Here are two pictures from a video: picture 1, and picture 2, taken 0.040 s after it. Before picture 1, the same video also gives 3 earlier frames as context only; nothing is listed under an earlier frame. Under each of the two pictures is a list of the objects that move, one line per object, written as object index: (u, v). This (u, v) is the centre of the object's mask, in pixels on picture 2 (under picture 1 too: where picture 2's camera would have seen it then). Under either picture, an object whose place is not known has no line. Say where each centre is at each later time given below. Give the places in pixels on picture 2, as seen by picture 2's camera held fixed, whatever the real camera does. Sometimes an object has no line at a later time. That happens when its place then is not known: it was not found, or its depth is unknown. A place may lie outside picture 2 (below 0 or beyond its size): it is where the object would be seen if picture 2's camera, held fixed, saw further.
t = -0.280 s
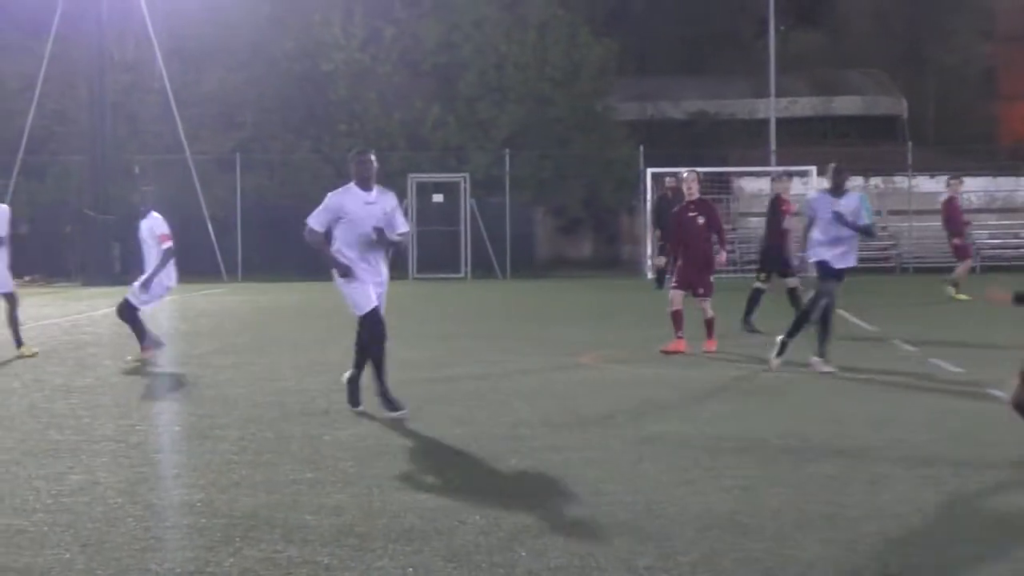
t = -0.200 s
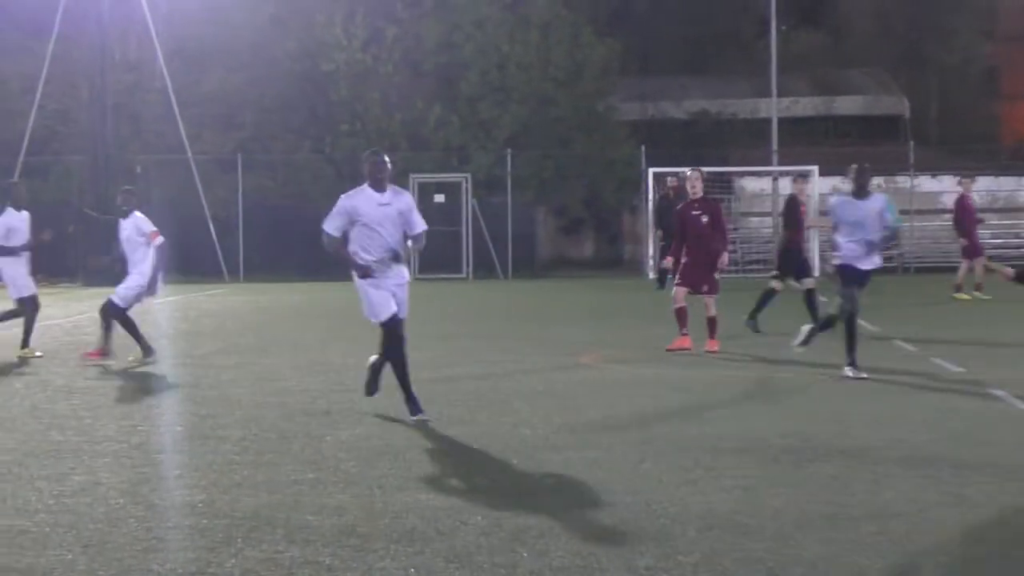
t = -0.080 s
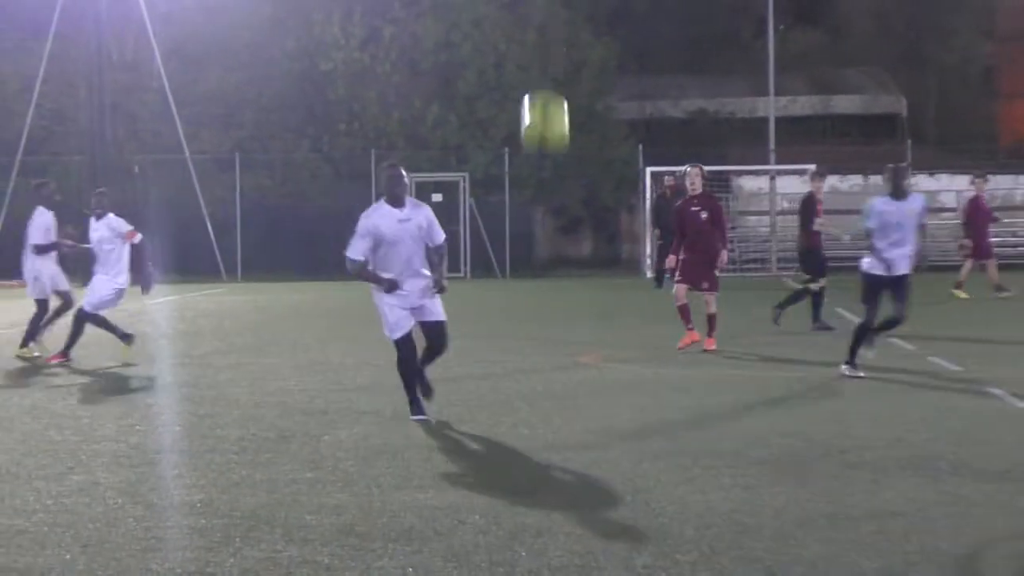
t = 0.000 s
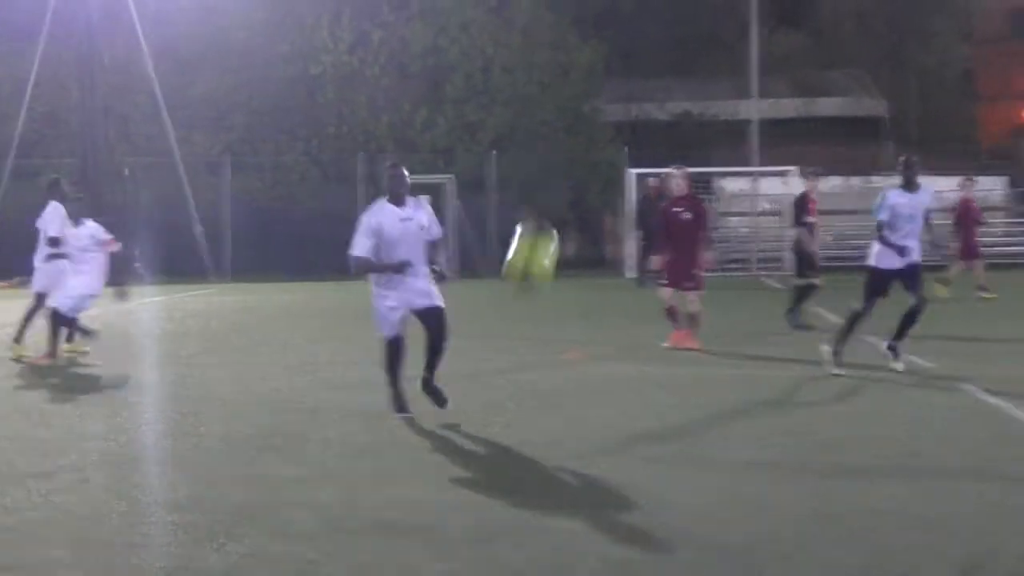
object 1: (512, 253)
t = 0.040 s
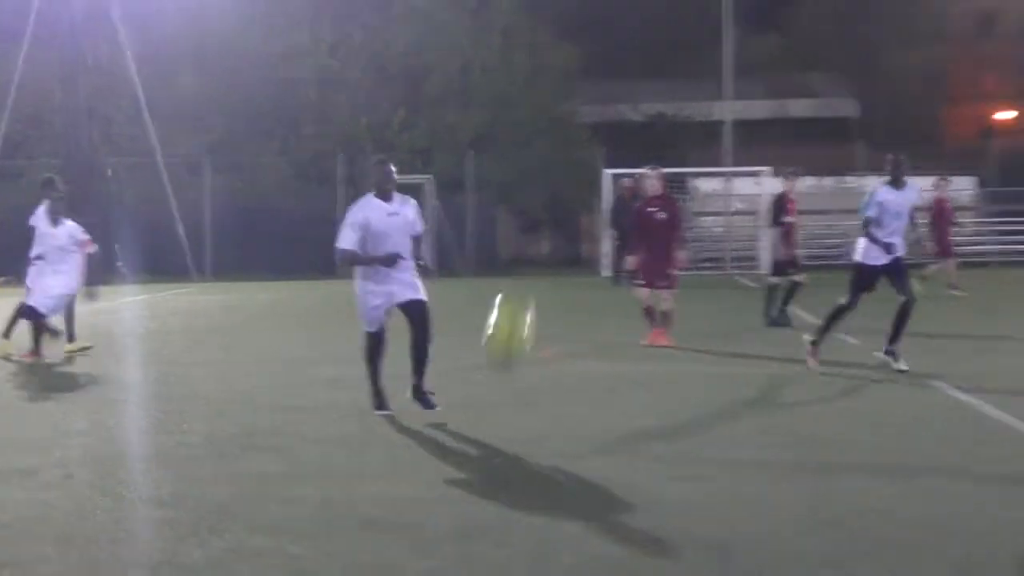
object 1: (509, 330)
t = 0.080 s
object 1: (512, 415)
